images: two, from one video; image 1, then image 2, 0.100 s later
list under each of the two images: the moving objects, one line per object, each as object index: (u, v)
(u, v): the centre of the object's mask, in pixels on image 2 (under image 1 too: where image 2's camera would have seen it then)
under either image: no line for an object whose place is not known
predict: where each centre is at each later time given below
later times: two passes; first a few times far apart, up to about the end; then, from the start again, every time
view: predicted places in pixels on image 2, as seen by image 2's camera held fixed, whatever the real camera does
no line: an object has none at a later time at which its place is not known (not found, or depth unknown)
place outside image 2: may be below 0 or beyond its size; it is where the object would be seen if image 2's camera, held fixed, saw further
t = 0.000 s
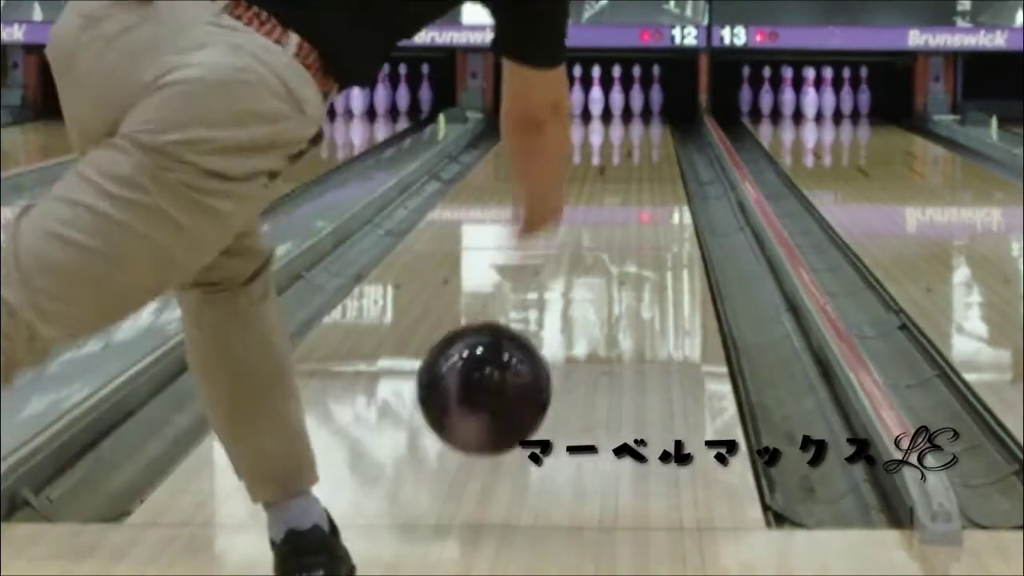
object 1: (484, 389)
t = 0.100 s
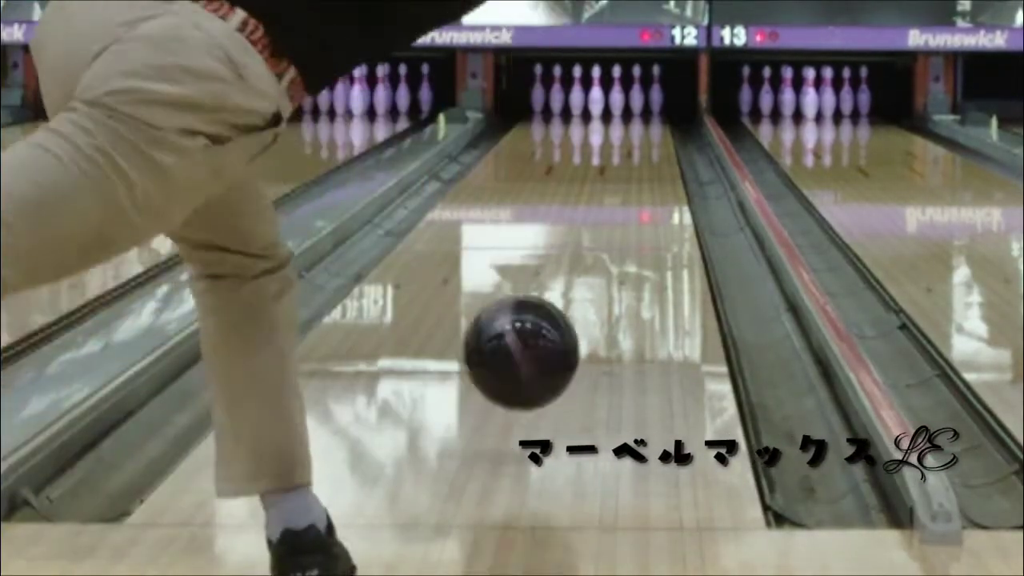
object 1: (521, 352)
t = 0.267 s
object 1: (563, 320)
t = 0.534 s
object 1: (604, 252)
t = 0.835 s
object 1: (630, 202)
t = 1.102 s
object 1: (642, 171)
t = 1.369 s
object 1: (648, 149)
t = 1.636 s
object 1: (648, 132)
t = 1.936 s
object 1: (641, 118)
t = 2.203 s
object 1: (624, 108)
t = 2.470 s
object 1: (606, 103)
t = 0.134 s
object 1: (531, 353)
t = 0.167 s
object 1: (540, 360)
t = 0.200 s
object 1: (549, 351)
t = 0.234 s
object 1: (556, 333)
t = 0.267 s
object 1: (563, 320)
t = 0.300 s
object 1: (570, 314)
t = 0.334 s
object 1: (576, 302)
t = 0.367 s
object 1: (582, 294)
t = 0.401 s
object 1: (587, 284)
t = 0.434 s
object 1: (592, 275)
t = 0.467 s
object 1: (596, 267)
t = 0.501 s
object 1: (600, 259)
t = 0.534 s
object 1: (604, 252)
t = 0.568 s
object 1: (607, 244)
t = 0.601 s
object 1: (611, 237)
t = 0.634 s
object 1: (614, 232)
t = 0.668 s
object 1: (617, 226)
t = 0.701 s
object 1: (620, 221)
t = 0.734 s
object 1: (622, 216)
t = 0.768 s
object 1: (625, 211)
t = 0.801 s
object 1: (627, 207)
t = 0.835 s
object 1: (630, 202)
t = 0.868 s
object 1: (631, 197)
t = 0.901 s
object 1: (633, 193)
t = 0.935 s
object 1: (635, 189)
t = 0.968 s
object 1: (637, 185)
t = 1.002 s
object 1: (639, 181)
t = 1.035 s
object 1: (639, 178)
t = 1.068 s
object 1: (641, 175)
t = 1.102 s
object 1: (642, 171)
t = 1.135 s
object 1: (643, 167)
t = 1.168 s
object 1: (644, 164)
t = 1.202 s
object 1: (645, 161)
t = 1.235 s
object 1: (645, 159)
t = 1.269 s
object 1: (646, 157)
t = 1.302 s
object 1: (647, 154)
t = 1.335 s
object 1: (647, 152)
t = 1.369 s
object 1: (648, 149)
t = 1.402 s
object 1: (648, 147)
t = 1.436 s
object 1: (648, 145)
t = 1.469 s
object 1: (648, 142)
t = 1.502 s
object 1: (648, 139)
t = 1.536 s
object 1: (648, 137)
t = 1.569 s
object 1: (648, 135)
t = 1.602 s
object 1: (648, 133)
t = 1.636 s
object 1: (648, 132)
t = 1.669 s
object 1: (648, 130)
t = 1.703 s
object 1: (647, 128)
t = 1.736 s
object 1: (647, 127)
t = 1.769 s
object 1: (647, 125)
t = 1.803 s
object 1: (646, 123)
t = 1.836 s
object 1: (644, 122)
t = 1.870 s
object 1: (642, 120)
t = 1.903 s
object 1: (641, 119)
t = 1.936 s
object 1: (641, 118)
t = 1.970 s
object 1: (639, 116)
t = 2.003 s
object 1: (636, 116)
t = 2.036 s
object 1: (635, 115)
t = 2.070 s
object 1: (633, 113)
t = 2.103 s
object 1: (629, 111)
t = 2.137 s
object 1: (628, 111)
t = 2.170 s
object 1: (626, 109)
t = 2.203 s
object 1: (624, 108)
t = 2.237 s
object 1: (621, 108)
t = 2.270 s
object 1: (619, 106)
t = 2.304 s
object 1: (616, 103)
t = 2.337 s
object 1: (611, 106)
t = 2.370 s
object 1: (609, 105)
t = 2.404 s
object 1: (609, 104)
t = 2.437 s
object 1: (608, 104)
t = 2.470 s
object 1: (606, 103)
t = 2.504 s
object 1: (604, 103)
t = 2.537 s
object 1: (604, 102)
